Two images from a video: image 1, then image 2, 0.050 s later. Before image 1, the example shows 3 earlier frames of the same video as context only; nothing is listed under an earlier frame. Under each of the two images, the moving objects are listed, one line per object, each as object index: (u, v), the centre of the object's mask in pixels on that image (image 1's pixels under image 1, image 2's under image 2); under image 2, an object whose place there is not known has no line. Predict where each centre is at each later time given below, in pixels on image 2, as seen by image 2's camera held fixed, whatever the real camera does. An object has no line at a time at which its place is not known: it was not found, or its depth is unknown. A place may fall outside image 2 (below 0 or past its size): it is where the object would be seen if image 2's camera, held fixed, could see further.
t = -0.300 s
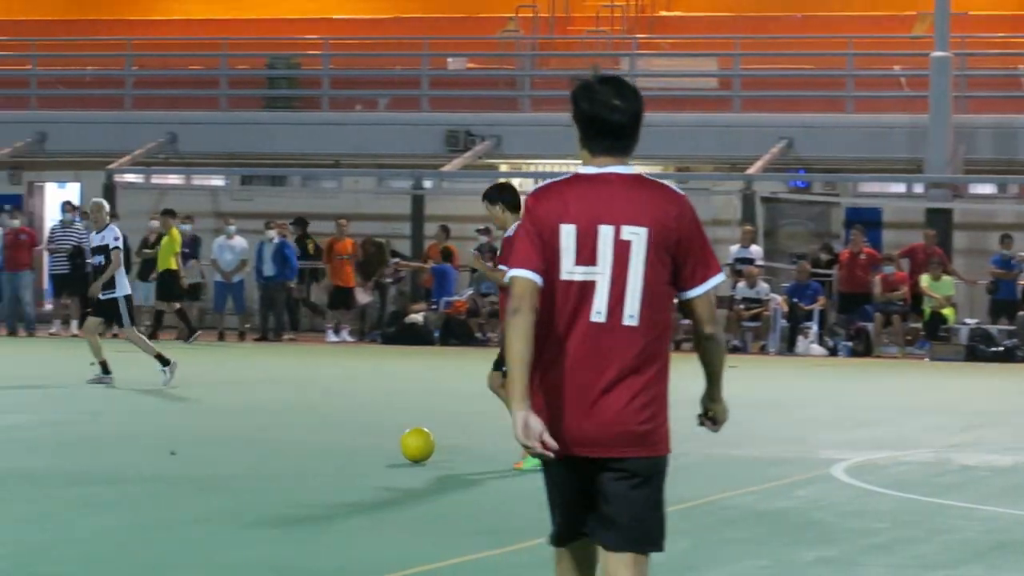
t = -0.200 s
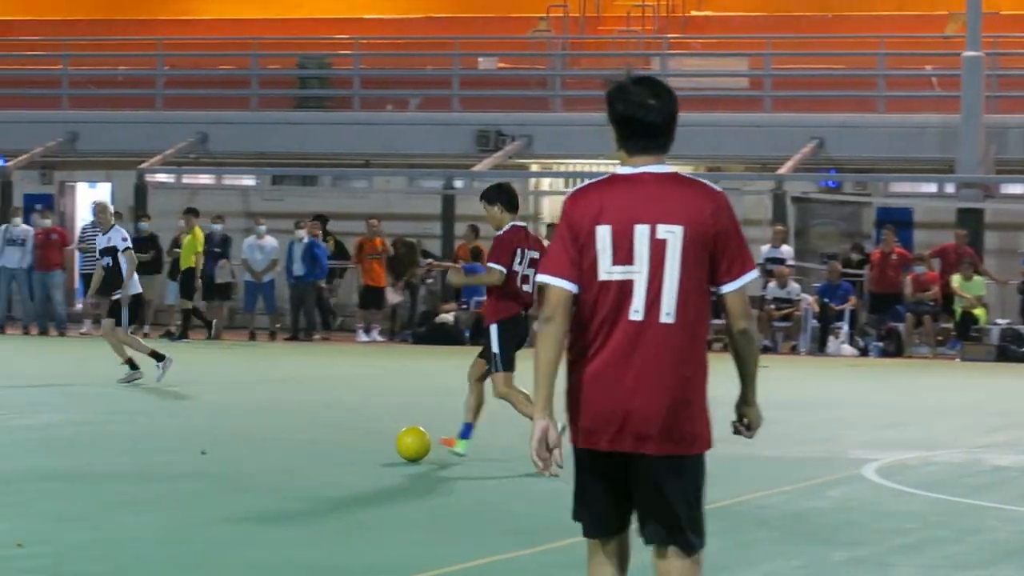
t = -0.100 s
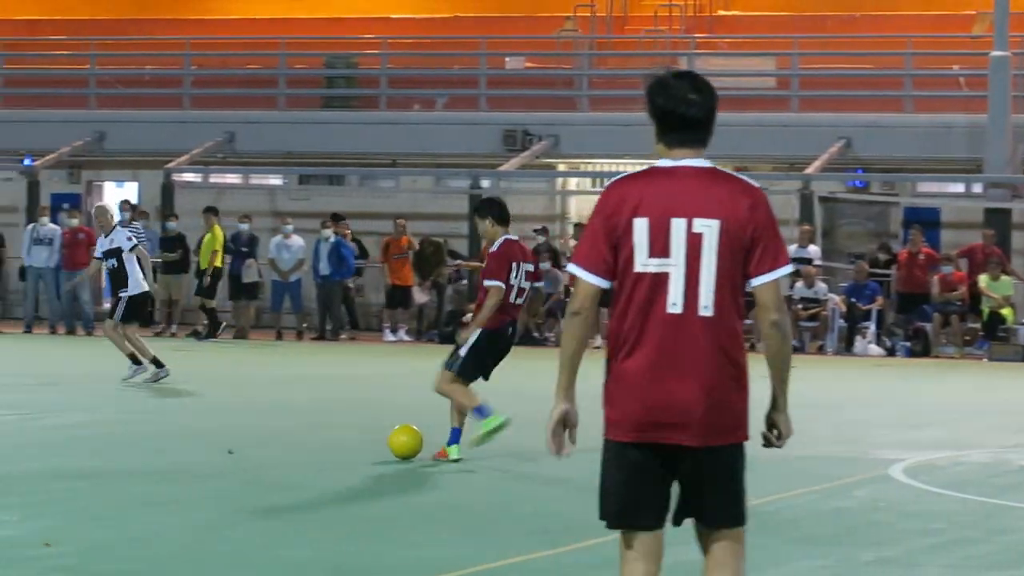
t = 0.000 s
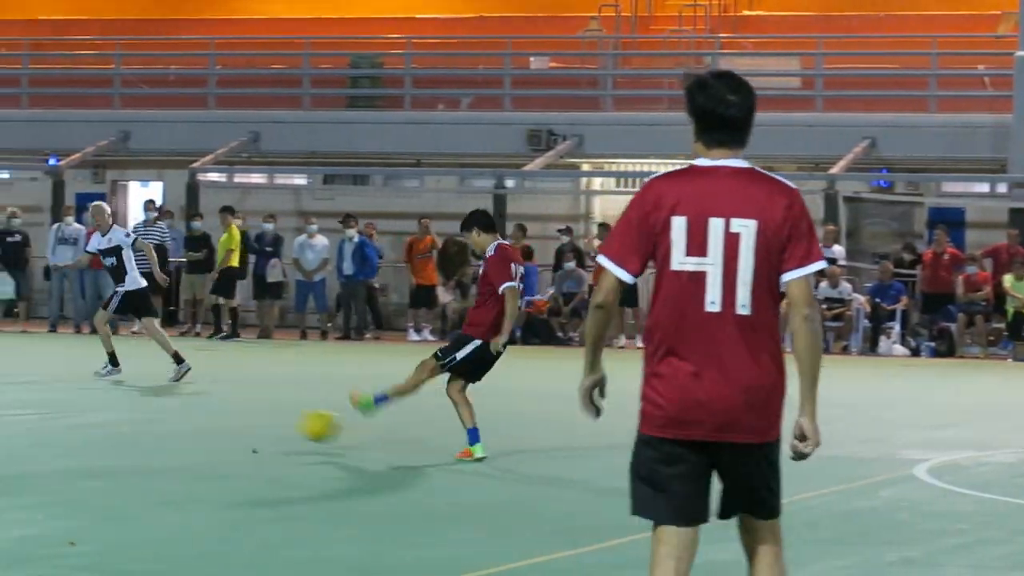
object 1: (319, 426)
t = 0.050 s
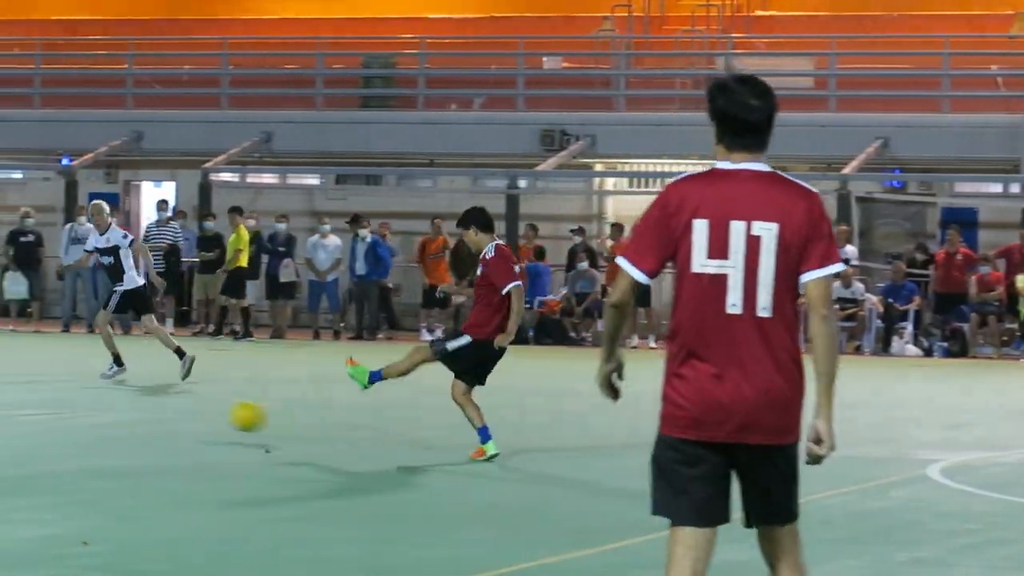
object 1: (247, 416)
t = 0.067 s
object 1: (221, 414)
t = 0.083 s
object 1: (196, 411)
